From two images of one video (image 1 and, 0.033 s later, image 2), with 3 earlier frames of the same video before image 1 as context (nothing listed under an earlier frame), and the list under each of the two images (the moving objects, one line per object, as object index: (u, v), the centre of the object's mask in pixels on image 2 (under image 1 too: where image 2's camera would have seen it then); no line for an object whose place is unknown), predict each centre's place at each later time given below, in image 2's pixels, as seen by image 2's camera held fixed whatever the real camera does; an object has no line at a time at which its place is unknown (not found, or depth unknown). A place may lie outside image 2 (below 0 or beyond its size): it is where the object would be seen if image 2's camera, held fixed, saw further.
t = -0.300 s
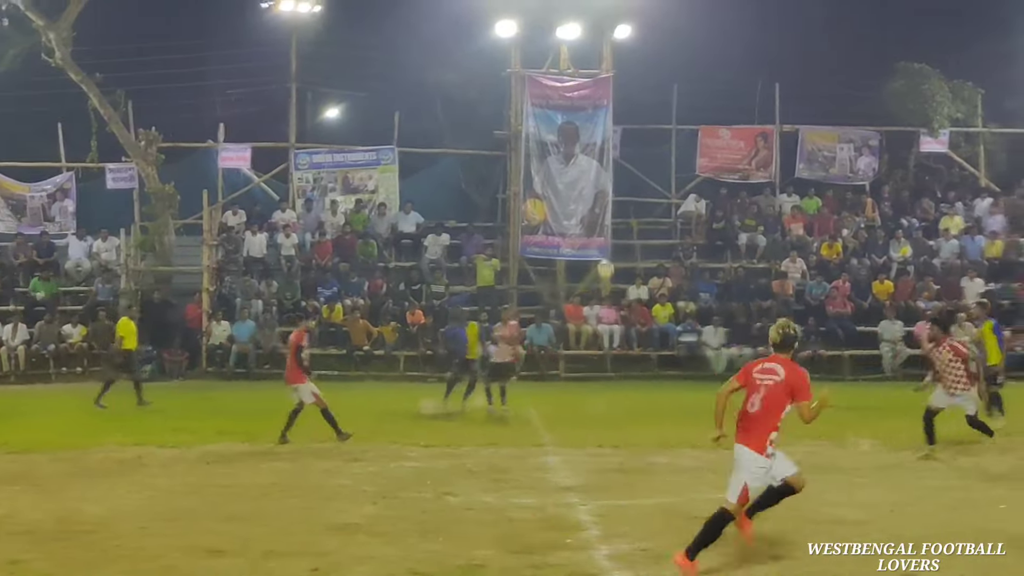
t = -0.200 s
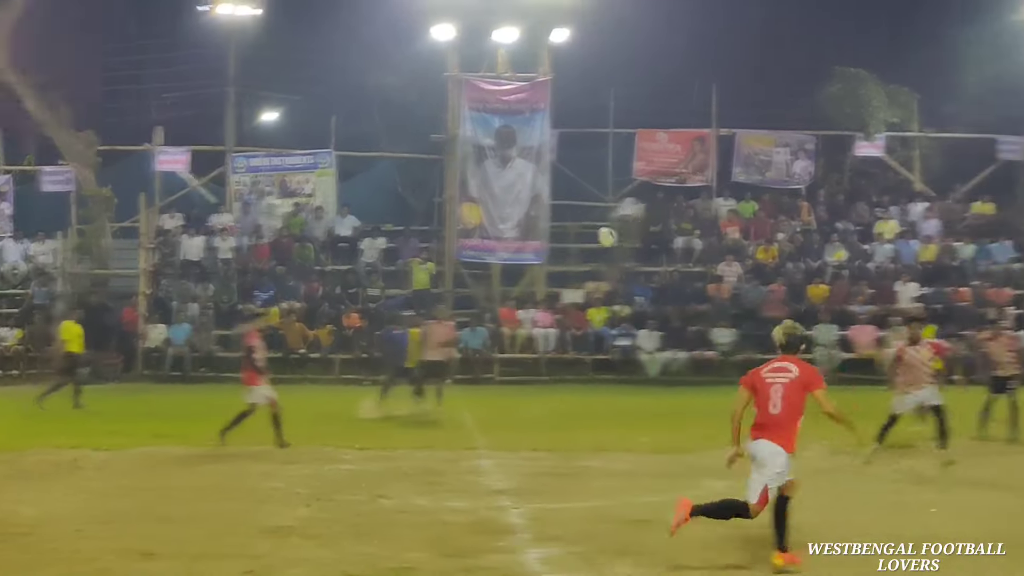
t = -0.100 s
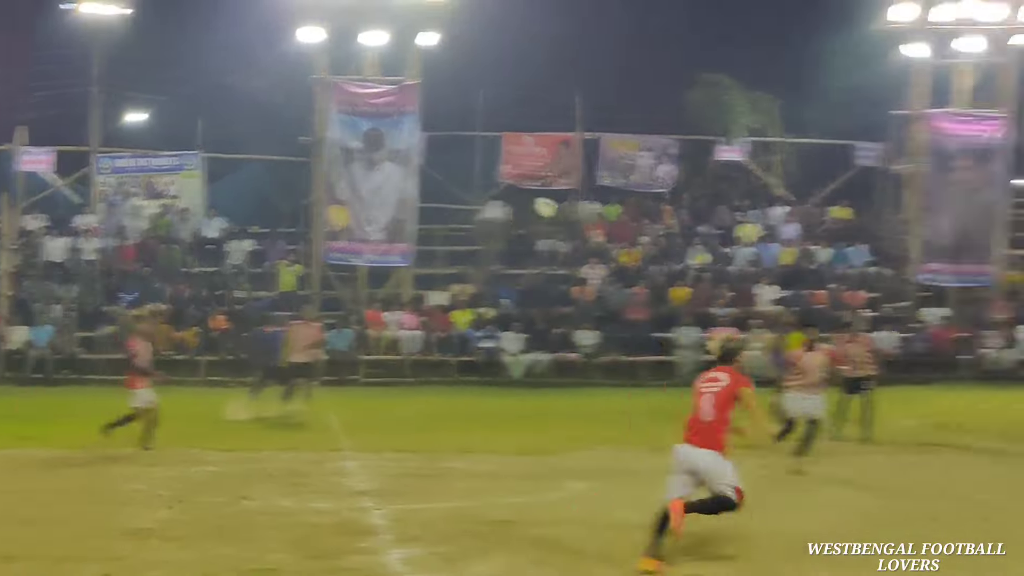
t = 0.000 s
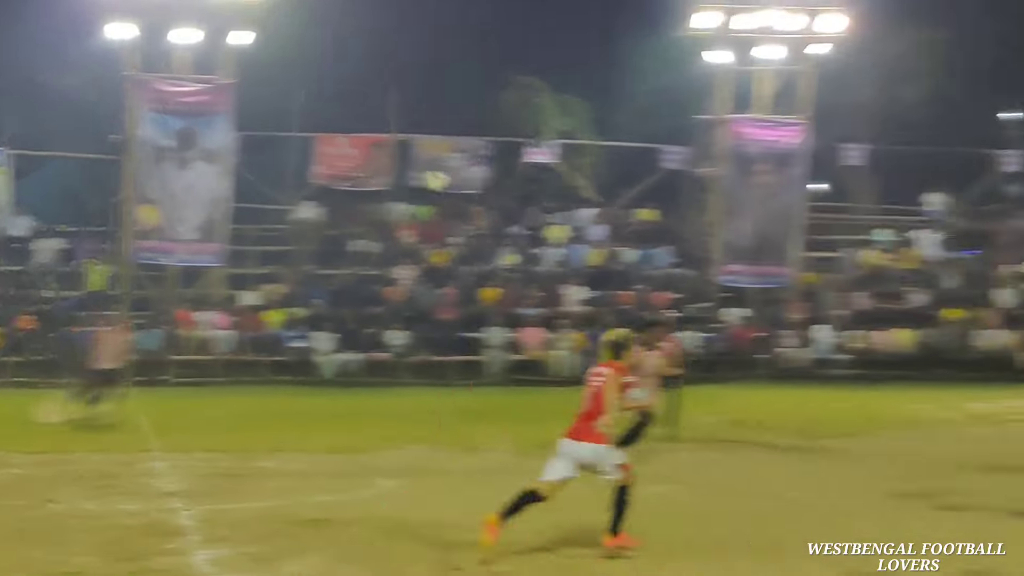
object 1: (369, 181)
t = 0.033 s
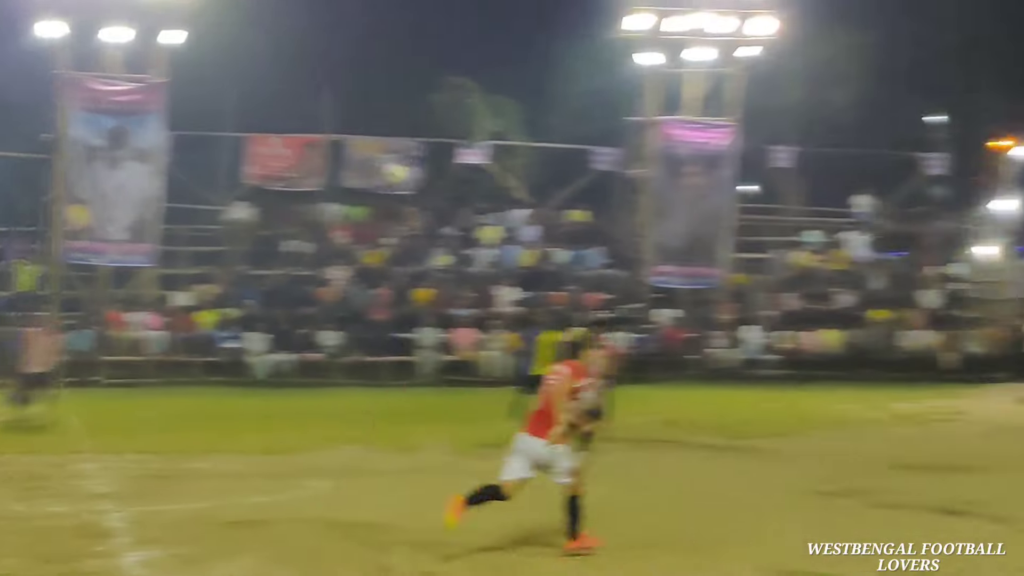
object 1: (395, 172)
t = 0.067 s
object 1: (425, 165)
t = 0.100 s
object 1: (455, 159)
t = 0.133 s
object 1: (486, 153)
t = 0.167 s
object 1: (517, 148)
